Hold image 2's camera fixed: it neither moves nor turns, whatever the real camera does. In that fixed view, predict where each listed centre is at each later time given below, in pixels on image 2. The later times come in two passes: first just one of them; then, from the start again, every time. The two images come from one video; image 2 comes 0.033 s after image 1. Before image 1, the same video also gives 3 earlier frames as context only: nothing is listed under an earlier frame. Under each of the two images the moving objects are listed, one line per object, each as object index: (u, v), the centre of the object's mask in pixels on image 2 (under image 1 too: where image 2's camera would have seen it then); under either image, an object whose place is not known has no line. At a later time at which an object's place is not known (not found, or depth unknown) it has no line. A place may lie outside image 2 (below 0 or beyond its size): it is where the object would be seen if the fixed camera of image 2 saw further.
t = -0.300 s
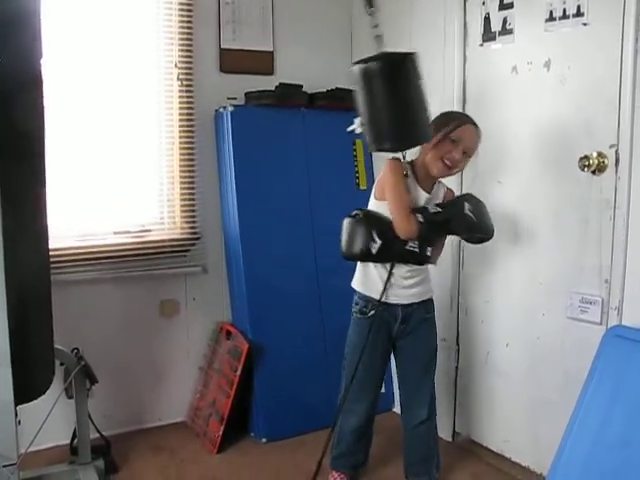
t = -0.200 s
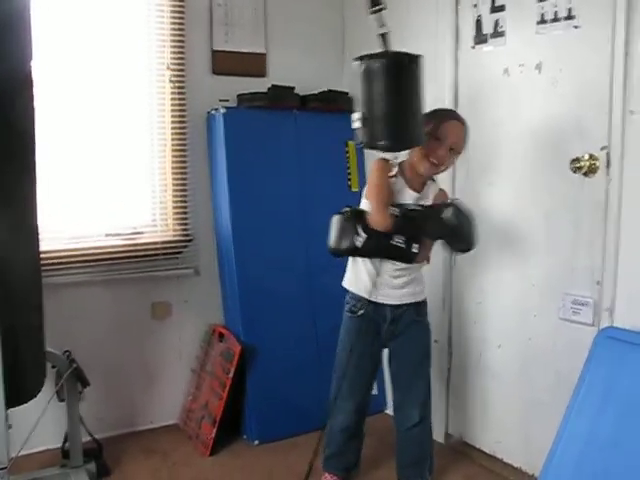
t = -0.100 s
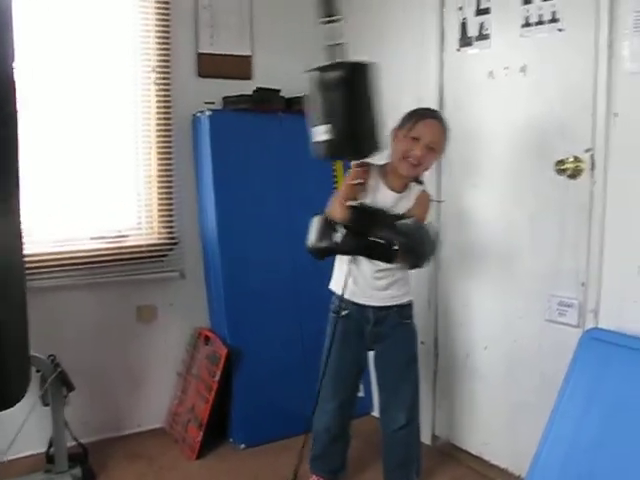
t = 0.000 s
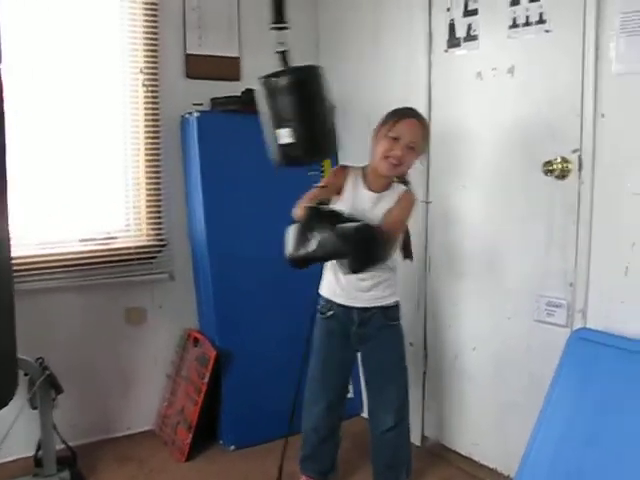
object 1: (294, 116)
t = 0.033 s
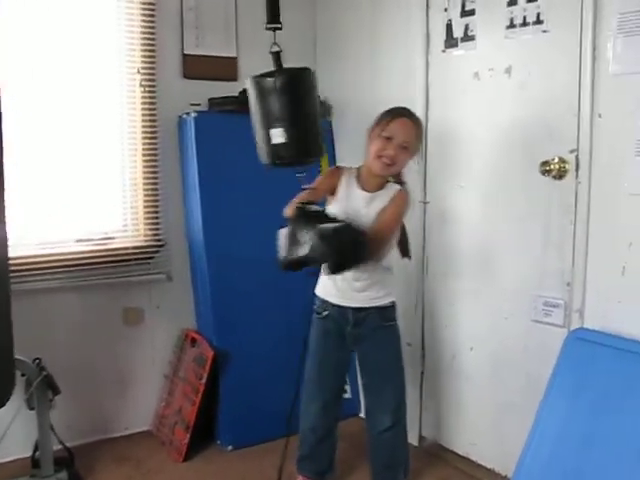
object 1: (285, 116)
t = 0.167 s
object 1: (283, 117)
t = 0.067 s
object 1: (283, 117)
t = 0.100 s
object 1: (282, 117)
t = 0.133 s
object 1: (282, 117)
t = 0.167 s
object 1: (283, 117)
